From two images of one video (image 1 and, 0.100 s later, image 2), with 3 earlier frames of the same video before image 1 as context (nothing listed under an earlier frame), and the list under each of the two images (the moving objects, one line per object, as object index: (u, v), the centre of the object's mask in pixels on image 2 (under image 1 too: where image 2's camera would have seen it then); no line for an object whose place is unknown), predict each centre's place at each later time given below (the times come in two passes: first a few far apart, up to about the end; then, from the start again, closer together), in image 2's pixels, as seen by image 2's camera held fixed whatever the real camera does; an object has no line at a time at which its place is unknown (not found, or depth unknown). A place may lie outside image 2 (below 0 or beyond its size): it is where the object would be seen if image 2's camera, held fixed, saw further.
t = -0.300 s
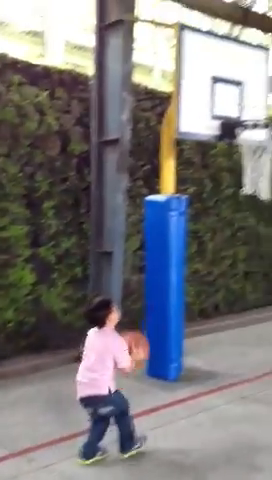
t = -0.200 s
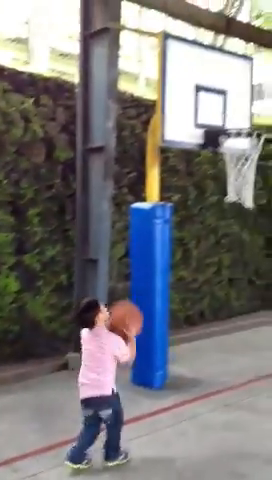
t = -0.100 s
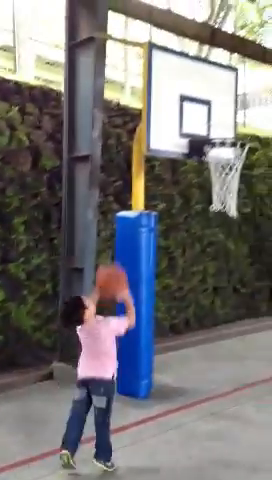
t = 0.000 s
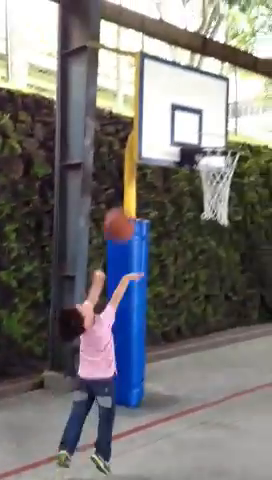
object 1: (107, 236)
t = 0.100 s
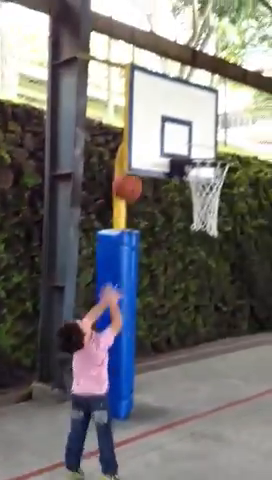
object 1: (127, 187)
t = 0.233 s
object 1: (148, 145)
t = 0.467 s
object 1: (182, 132)
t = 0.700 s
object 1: (207, 155)
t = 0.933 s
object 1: (220, 194)
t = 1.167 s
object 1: (212, 237)
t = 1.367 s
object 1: (205, 316)
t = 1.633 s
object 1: (193, 380)
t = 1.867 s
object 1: (173, 292)
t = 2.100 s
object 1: (153, 267)
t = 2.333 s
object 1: (133, 307)
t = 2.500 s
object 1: (117, 379)
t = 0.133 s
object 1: (133, 174)
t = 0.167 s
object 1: (138, 164)
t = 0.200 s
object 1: (143, 153)
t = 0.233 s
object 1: (148, 145)
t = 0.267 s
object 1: (153, 139)
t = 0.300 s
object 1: (159, 134)
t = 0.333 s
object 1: (163, 131)
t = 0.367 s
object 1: (168, 129)
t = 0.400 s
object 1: (174, 129)
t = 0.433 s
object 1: (178, 129)
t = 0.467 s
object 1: (182, 132)
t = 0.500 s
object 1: (186, 135)
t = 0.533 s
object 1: (190, 139)
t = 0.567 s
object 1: (194, 144)
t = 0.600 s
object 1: (198, 149)
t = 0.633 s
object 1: (201, 151)
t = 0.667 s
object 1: (203, 153)
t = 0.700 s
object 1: (207, 155)
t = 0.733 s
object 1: (209, 165)
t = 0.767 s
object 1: (213, 171)
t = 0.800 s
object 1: (216, 178)
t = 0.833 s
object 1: (219, 182)
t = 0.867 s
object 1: (220, 184)
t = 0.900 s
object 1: (221, 186)
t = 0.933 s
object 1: (220, 194)
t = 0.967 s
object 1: (220, 197)
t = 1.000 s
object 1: (218, 201)
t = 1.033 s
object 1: (218, 204)
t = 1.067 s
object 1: (218, 211)
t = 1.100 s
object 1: (215, 215)
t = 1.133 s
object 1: (214, 226)
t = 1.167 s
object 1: (212, 237)
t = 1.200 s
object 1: (211, 244)
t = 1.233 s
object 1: (209, 256)
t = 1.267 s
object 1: (208, 268)
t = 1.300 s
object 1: (207, 284)
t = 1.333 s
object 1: (206, 299)
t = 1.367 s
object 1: (205, 316)
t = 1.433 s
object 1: (203, 353)
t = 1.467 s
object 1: (202, 375)
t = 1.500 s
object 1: (201, 396)
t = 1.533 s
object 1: (200, 419)
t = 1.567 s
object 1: (198, 417)
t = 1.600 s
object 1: (195, 397)
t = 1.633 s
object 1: (193, 380)
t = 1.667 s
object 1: (188, 363)
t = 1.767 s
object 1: (181, 321)
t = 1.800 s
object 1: (178, 309)
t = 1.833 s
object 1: (176, 300)
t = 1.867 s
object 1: (173, 292)
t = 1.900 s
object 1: (170, 283)
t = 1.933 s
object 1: (167, 278)
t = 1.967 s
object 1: (164, 273)
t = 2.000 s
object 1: (161, 269)
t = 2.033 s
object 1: (159, 268)
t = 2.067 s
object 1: (156, 267)
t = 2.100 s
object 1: (153, 267)
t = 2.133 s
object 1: (151, 268)
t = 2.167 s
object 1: (148, 271)
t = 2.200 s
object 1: (145, 275)
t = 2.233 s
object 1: (142, 281)
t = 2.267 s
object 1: (139, 289)
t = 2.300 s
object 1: (136, 297)
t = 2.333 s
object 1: (133, 307)
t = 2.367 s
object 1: (129, 318)
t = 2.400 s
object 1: (126, 331)
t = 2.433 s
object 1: (123, 345)
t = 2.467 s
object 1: (120, 362)
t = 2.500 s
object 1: (117, 379)
